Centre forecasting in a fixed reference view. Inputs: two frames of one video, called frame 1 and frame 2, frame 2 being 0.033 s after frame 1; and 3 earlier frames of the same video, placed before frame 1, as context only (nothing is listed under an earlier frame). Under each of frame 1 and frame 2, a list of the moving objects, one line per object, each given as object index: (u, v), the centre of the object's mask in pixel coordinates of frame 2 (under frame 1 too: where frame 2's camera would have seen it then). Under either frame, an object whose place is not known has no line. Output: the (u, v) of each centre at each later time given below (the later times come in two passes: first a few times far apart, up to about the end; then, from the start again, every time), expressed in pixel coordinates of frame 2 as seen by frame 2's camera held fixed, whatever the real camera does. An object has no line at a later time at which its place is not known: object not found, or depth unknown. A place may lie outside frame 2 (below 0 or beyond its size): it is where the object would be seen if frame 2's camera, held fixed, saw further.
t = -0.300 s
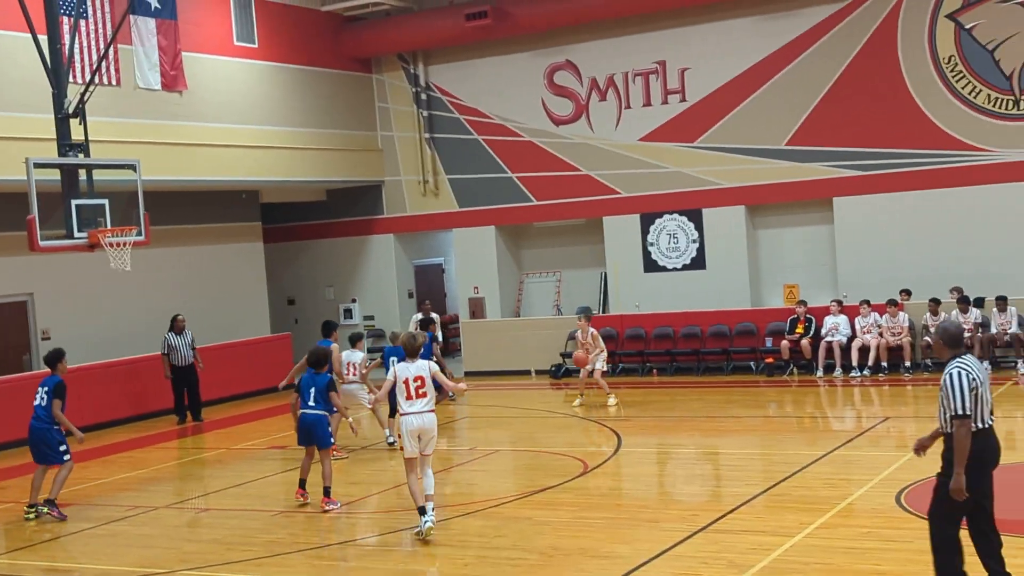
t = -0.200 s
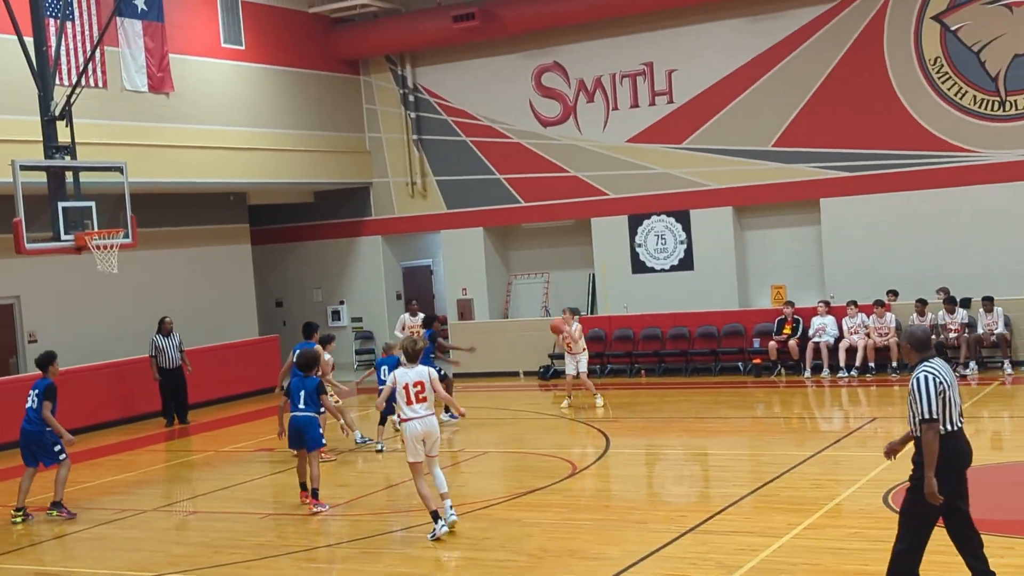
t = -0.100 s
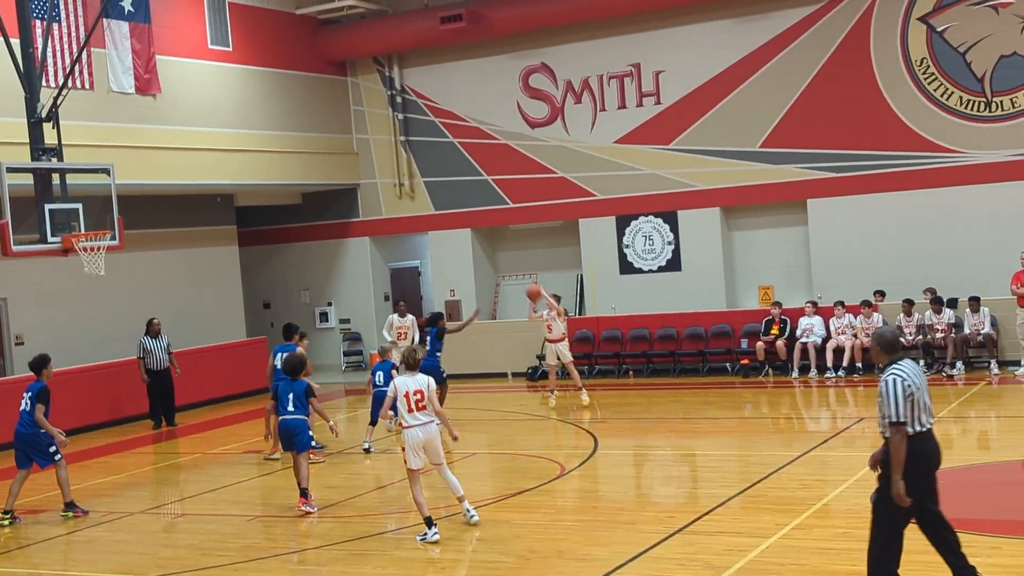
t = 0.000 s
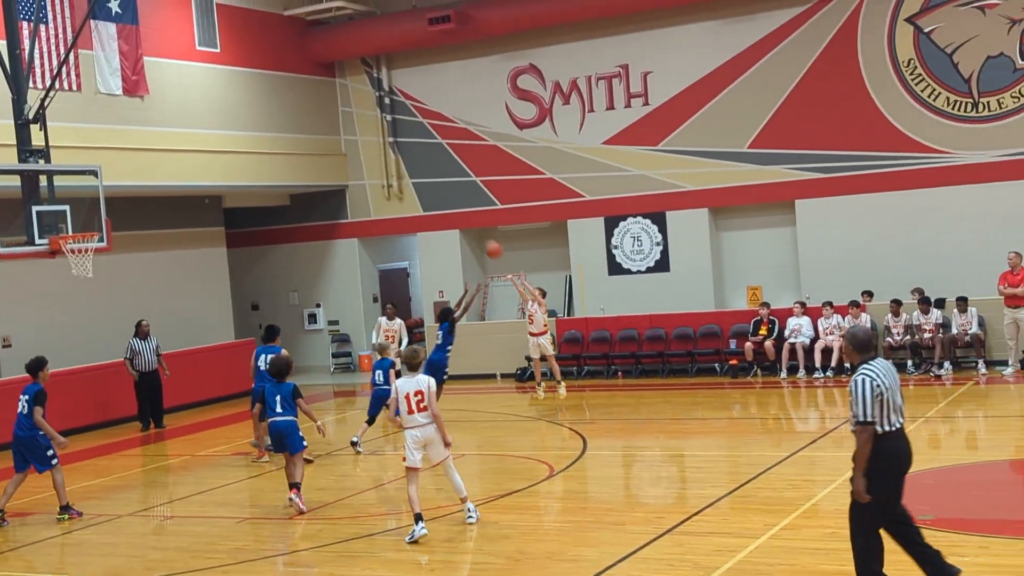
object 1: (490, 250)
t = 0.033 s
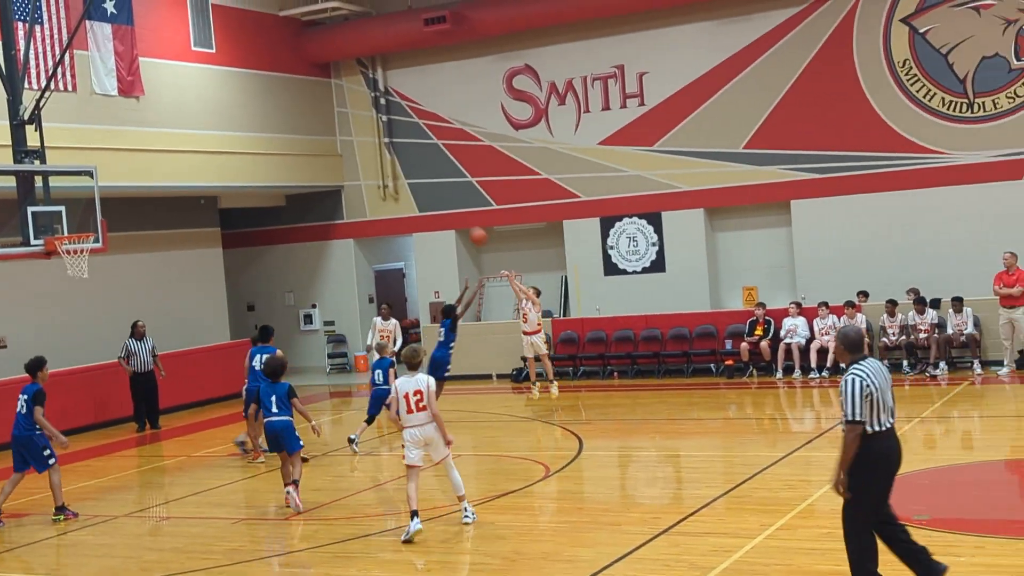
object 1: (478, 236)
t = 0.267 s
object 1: (401, 156)
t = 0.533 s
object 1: (313, 108)
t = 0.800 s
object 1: (226, 112)
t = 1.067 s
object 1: (139, 171)
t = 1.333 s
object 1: (91, 199)
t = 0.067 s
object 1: (468, 221)
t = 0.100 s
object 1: (456, 208)
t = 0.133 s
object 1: (445, 198)
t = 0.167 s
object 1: (435, 187)
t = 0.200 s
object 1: (424, 176)
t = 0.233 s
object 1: (413, 166)
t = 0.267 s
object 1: (401, 156)
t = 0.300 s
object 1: (390, 147)
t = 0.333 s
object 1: (379, 139)
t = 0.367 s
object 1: (368, 132)
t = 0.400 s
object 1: (357, 126)
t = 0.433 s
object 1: (346, 120)
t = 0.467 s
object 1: (335, 116)
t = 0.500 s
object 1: (324, 111)
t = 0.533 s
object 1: (313, 108)
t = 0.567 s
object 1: (302, 106)
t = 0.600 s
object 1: (291, 104)
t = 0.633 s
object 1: (280, 103)
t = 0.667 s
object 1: (269, 103)
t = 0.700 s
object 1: (258, 104)
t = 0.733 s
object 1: (247, 106)
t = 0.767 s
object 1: (236, 109)
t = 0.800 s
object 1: (226, 112)
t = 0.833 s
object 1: (215, 116)
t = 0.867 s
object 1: (204, 121)
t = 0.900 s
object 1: (193, 127)
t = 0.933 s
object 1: (182, 134)
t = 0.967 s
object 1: (172, 142)
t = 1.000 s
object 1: (161, 151)
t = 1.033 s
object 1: (150, 161)
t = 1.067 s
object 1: (139, 171)
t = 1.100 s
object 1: (128, 183)
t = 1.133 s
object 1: (118, 195)
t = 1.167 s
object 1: (107, 208)
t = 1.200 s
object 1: (95, 223)
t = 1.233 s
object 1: (93, 221)
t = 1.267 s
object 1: (92, 212)
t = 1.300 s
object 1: (92, 205)
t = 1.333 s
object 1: (91, 199)
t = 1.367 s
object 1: (90, 193)
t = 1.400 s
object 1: (90, 188)
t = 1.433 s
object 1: (89, 184)
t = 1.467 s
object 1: (89, 181)
